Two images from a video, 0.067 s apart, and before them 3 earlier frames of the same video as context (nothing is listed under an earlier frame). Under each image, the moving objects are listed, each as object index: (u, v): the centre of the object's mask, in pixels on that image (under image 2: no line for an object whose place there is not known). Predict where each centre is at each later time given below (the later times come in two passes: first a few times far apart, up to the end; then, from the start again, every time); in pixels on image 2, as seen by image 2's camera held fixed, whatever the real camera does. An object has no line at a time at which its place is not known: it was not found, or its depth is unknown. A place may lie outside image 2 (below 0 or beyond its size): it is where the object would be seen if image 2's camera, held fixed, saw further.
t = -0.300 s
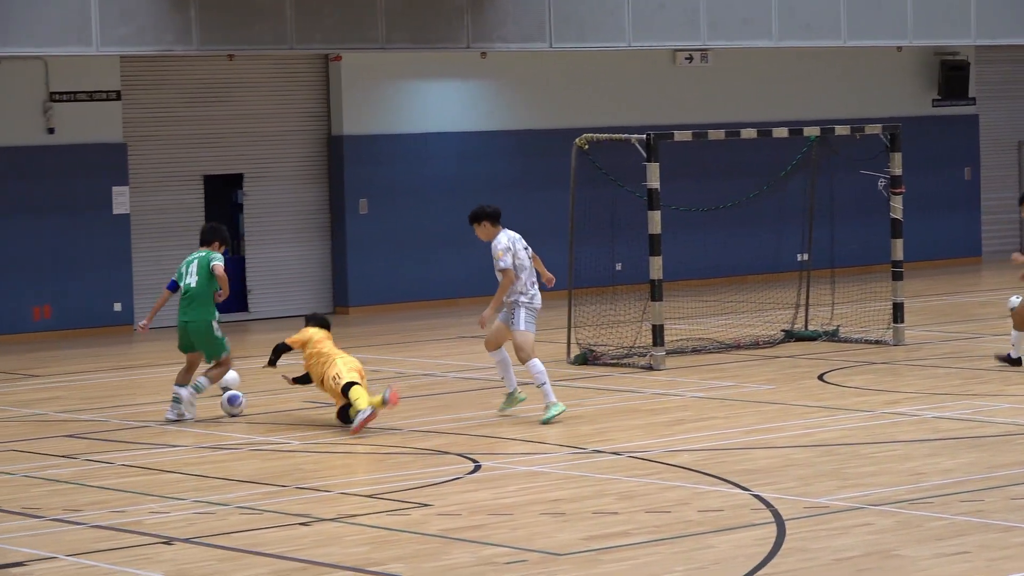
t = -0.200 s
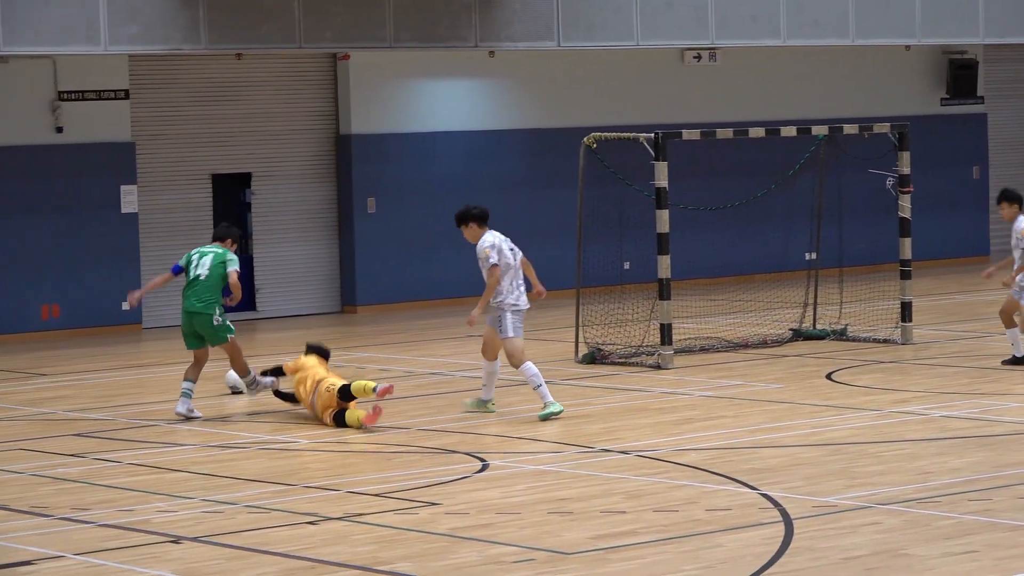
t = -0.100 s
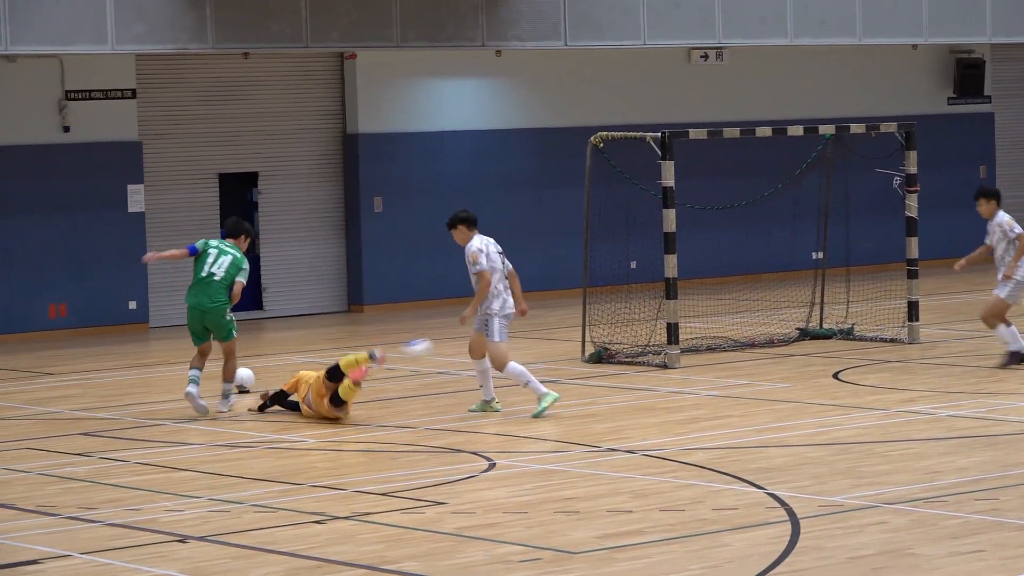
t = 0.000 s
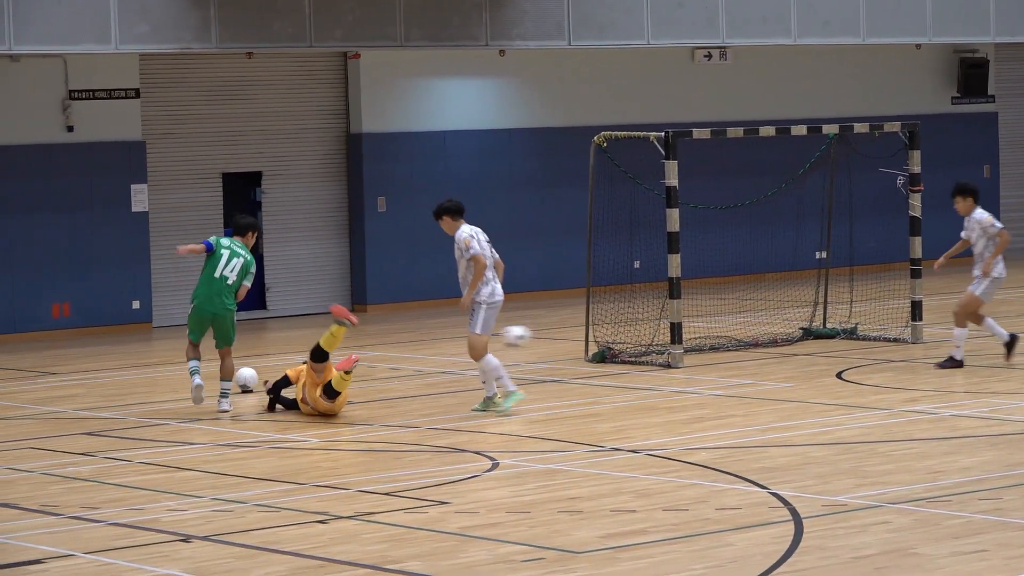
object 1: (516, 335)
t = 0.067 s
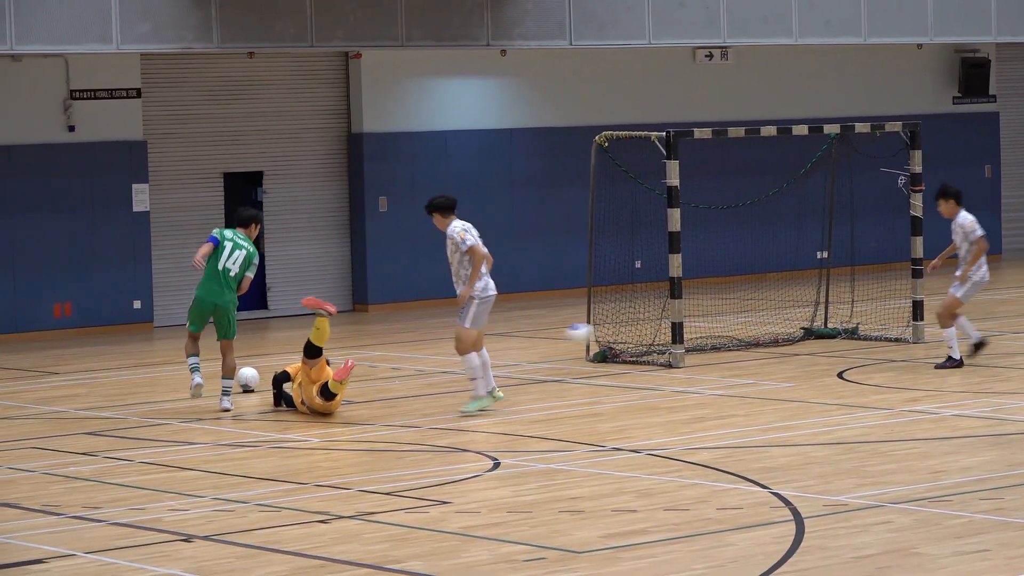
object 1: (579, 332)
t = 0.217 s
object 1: (658, 335)
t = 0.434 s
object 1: (579, 329)
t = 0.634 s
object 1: (510, 353)
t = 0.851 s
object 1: (453, 360)
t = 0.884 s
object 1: (444, 358)
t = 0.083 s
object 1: (594, 333)
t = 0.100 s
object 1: (608, 335)
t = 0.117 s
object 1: (623, 334)
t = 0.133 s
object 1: (637, 335)
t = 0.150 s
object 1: (652, 336)
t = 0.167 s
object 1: (661, 338)
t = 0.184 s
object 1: (664, 338)
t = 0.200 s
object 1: (662, 336)
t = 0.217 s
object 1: (658, 335)
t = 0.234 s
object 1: (651, 332)
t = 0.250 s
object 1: (645, 331)
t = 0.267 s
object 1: (640, 329)
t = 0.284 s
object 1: (634, 328)
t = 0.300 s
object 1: (627, 327)
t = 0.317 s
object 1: (621, 326)
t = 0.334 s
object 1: (615, 327)
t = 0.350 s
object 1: (609, 326)
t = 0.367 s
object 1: (604, 326)
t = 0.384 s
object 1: (597, 327)
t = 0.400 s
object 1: (592, 327)
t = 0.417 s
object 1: (585, 328)
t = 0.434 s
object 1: (579, 329)
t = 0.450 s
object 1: (573, 331)
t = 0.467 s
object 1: (567, 333)
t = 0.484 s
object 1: (561, 335)
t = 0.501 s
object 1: (554, 338)
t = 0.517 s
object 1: (548, 340)
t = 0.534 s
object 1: (542, 344)
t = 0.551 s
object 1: (537, 347)
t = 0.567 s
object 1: (531, 351)
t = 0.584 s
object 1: (525, 355)
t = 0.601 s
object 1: (520, 356)
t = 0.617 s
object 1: (515, 355)
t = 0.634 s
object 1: (510, 353)
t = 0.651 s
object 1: (505, 352)
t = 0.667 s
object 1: (501, 351)
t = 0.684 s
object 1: (497, 350)
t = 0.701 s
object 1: (492, 349)
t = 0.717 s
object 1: (487, 349)
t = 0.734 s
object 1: (483, 349)
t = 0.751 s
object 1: (479, 350)
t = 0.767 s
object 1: (475, 351)
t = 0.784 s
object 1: (470, 352)
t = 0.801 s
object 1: (466, 354)
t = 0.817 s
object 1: (461, 356)
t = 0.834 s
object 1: (457, 358)
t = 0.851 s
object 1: (453, 360)
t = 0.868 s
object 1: (449, 359)
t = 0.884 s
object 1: (444, 358)
